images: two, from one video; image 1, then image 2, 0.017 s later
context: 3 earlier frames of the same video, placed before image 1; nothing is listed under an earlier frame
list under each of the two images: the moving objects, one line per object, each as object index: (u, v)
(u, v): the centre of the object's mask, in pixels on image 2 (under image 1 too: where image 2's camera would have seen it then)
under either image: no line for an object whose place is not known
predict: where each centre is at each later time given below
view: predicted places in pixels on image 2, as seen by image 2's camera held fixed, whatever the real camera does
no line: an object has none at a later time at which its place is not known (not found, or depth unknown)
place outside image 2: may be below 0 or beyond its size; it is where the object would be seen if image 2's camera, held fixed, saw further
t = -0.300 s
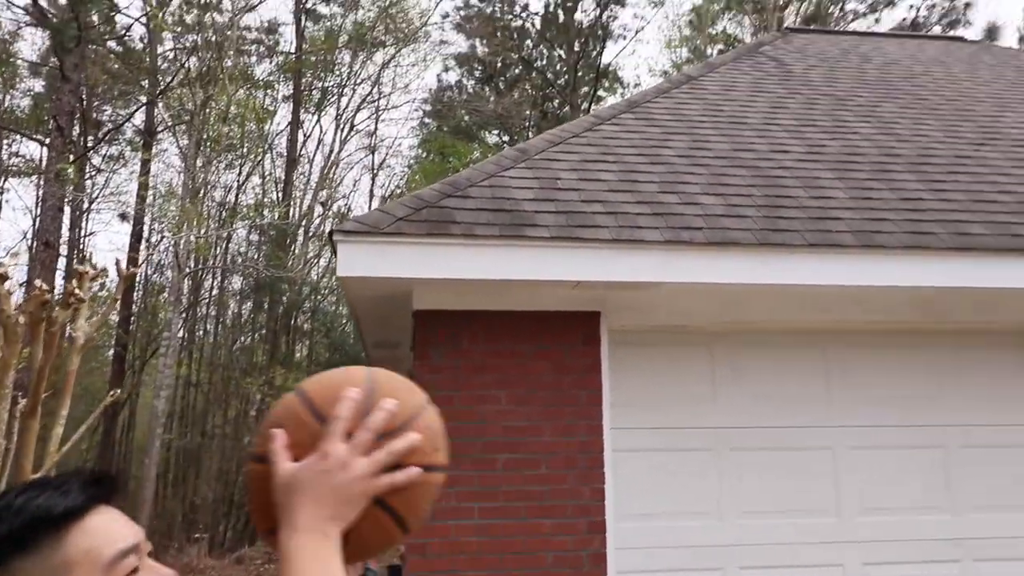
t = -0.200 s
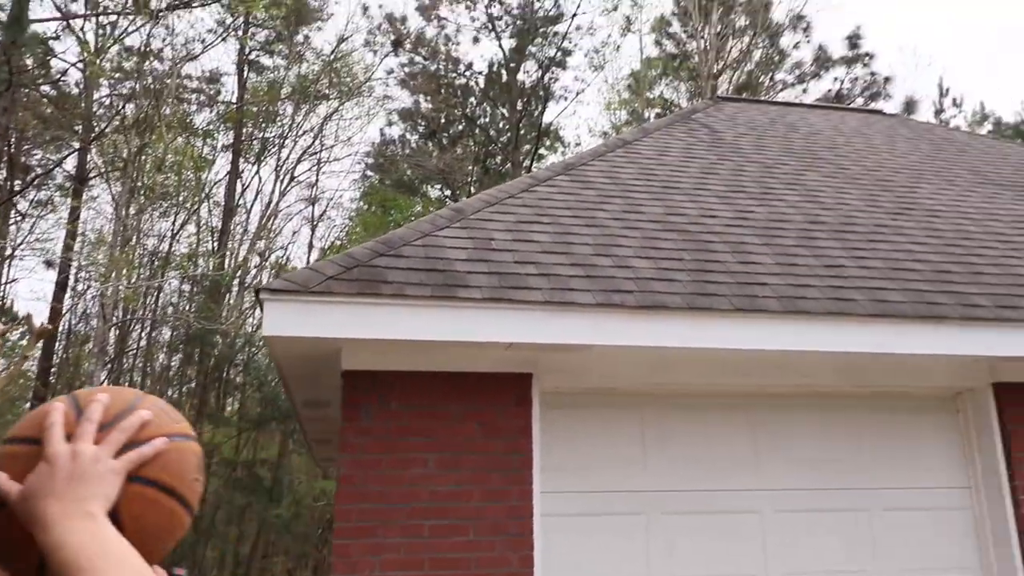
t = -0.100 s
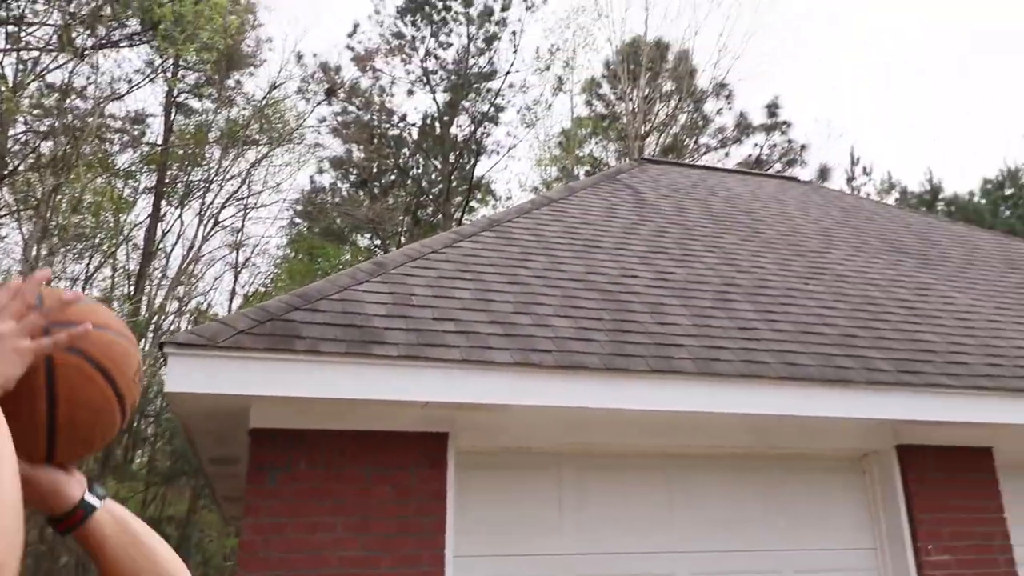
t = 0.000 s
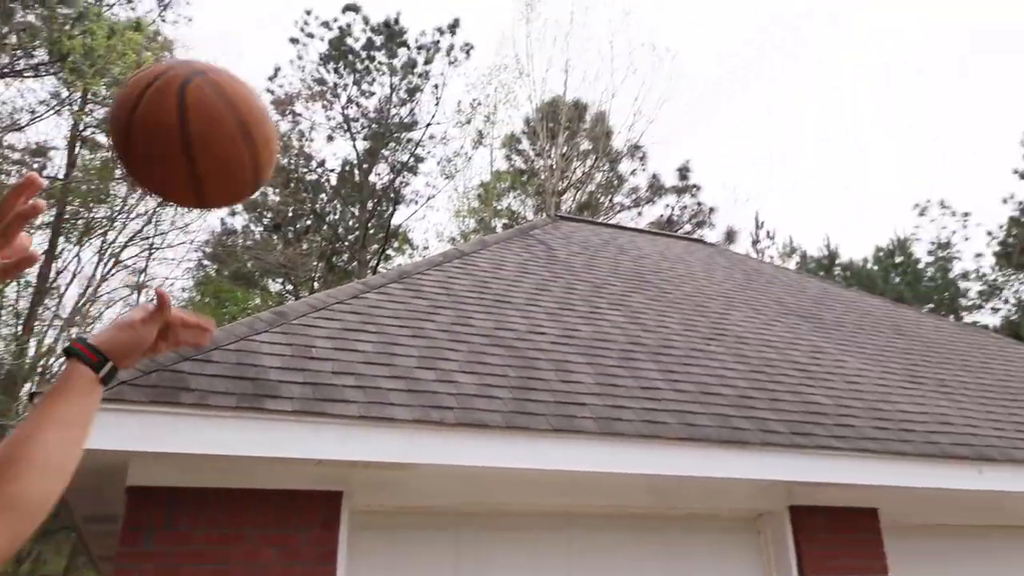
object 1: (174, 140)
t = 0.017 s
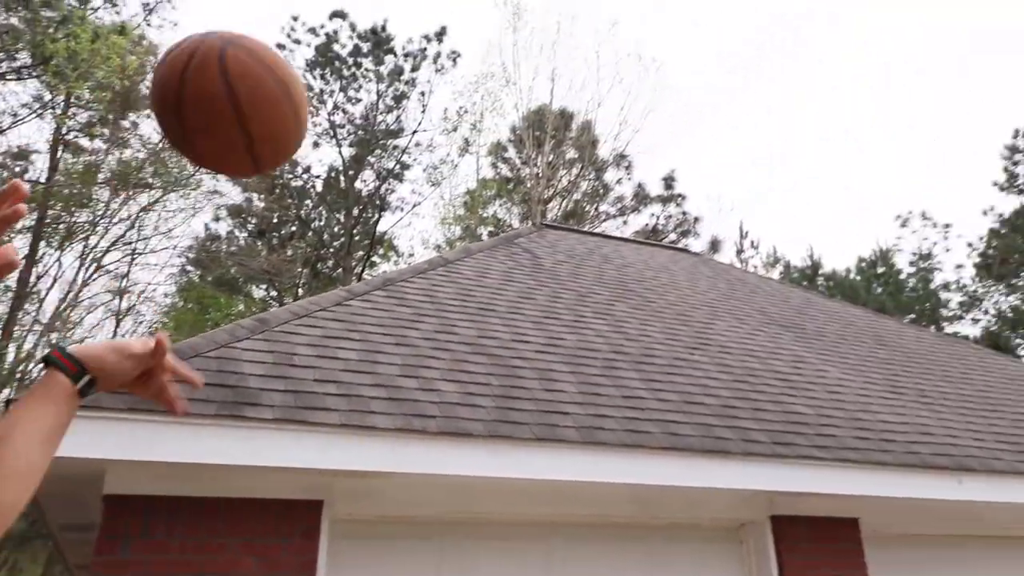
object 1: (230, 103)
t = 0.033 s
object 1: (280, 71)
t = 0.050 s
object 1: (326, 46)
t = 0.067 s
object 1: (369, 27)
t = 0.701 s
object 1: (1065, -22)
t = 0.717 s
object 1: (1075, -13)
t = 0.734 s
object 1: (1087, -4)
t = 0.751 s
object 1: (1101, 6)
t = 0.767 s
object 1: (1112, 18)
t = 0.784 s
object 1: (1121, 34)
